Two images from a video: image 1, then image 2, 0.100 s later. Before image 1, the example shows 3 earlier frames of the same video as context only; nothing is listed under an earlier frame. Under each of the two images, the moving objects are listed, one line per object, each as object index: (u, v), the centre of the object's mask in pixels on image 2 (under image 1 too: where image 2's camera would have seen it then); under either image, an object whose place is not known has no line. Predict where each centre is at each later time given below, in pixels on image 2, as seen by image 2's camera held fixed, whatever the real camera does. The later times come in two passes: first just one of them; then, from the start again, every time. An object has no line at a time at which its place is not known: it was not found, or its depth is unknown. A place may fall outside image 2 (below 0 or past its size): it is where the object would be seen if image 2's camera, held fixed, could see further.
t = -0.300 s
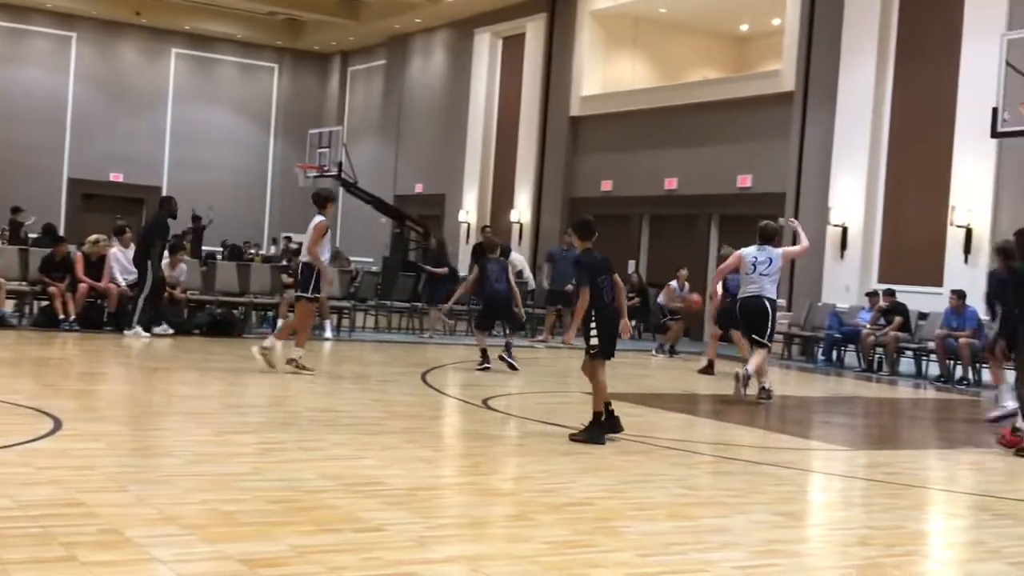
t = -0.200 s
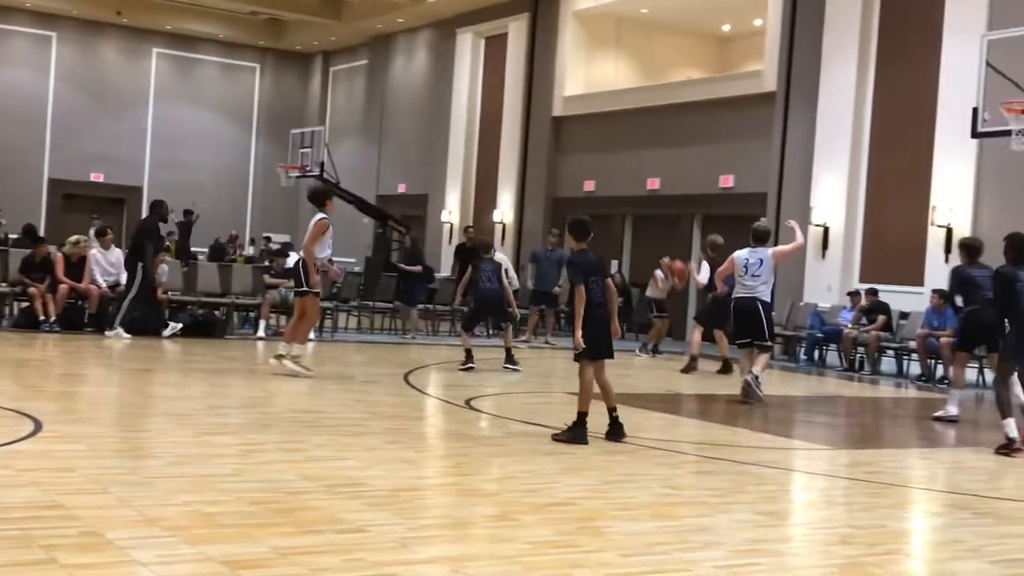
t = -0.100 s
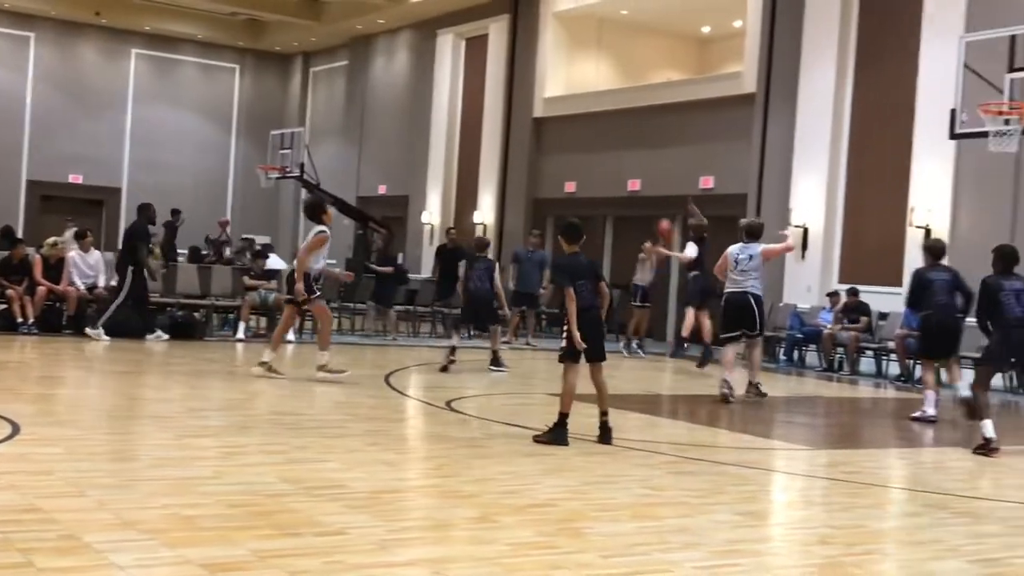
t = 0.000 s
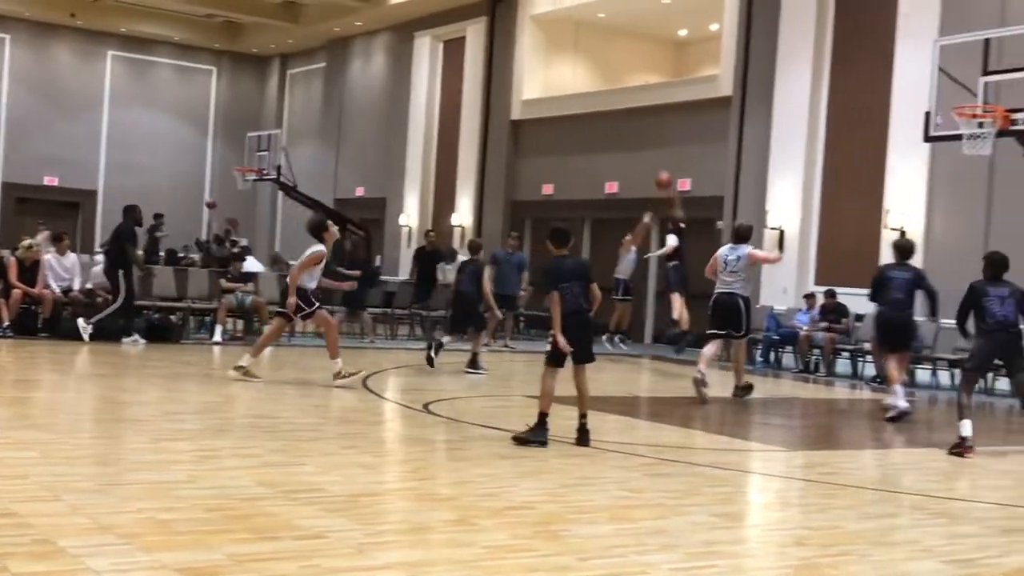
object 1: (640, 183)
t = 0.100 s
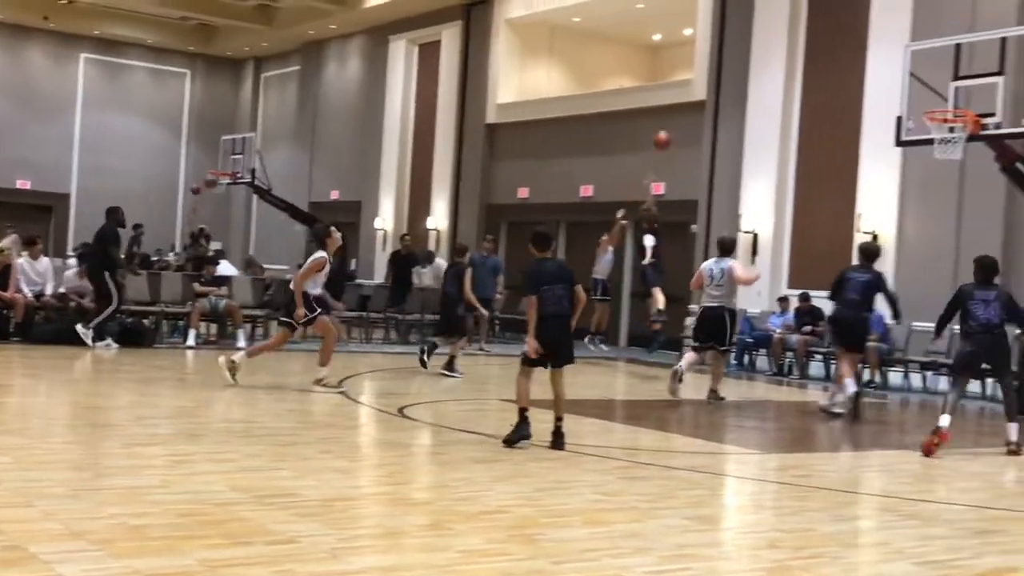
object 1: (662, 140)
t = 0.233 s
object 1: (692, 91)
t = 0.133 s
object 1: (669, 126)
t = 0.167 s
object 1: (677, 114)
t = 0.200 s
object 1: (683, 102)
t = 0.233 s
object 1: (692, 91)
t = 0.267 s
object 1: (698, 82)
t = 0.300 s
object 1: (708, 72)
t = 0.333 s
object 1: (715, 62)
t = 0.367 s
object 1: (723, 54)
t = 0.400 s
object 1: (729, 46)
